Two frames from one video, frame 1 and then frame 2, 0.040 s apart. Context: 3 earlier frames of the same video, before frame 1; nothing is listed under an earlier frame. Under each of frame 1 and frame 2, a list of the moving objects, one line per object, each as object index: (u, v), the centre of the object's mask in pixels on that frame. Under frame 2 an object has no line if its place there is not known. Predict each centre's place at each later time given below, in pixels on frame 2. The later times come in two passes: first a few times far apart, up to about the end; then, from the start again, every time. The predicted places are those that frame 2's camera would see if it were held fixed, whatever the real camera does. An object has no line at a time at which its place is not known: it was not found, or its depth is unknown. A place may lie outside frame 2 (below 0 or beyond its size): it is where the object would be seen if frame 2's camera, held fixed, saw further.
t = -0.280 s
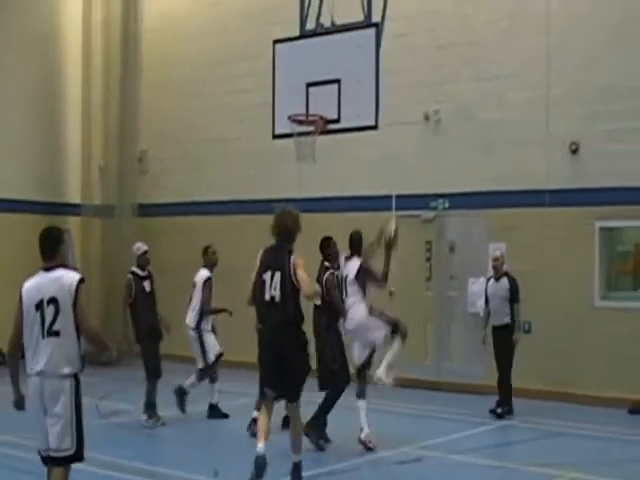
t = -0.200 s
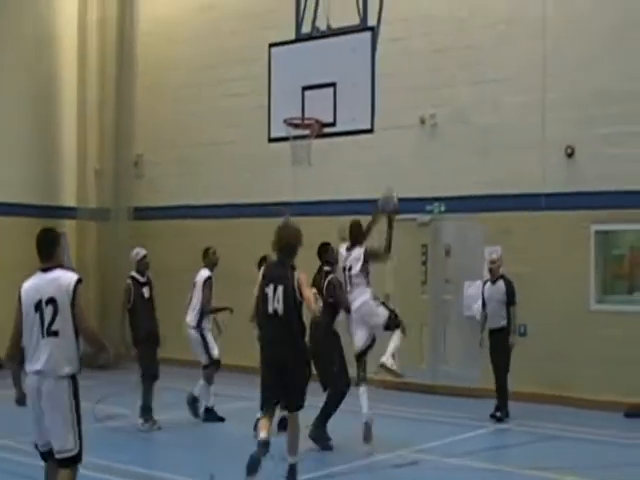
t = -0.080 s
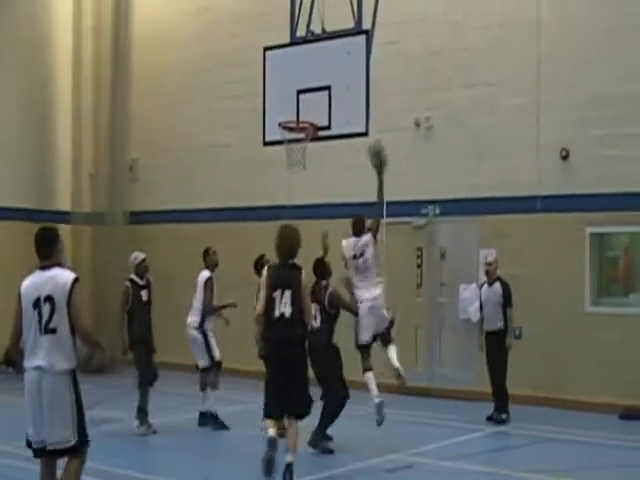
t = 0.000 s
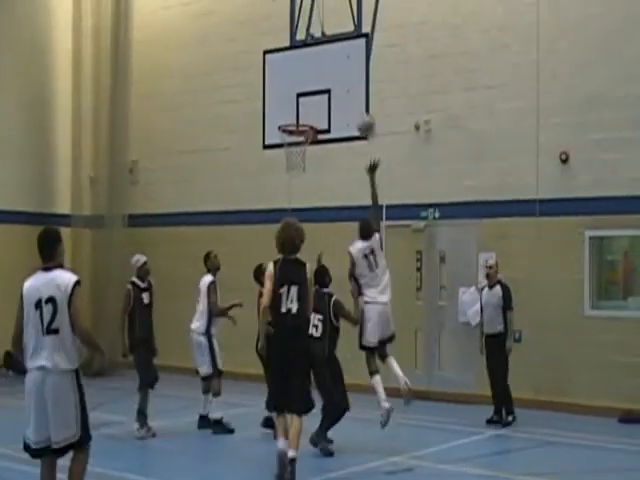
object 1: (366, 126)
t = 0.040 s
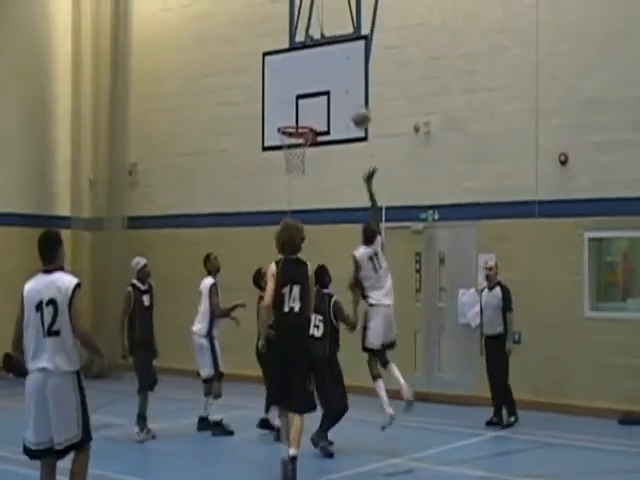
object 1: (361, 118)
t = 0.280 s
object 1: (330, 90)
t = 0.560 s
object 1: (292, 115)
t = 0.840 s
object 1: (295, 122)
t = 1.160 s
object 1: (304, 157)
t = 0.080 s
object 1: (356, 107)
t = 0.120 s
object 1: (351, 100)
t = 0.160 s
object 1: (347, 96)
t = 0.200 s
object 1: (343, 92)
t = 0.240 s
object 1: (337, 90)
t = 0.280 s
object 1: (330, 90)
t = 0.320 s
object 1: (325, 93)
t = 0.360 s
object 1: (318, 96)
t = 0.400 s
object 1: (311, 101)
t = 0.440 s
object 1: (304, 105)
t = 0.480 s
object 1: (298, 114)
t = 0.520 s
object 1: (294, 116)
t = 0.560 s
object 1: (292, 115)
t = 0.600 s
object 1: (289, 117)
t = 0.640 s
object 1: (287, 119)
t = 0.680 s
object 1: (286, 118)
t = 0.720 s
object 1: (288, 118)
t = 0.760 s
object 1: (290, 118)
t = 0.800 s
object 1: (292, 120)
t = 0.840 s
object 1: (295, 122)
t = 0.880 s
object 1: (298, 123)
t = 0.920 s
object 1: (296, 124)
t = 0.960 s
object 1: (297, 125)
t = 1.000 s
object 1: (300, 133)
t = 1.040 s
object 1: (303, 144)
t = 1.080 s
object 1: (304, 148)
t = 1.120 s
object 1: (304, 152)
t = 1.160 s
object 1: (304, 157)
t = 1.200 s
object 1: (304, 161)
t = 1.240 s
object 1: (303, 167)
